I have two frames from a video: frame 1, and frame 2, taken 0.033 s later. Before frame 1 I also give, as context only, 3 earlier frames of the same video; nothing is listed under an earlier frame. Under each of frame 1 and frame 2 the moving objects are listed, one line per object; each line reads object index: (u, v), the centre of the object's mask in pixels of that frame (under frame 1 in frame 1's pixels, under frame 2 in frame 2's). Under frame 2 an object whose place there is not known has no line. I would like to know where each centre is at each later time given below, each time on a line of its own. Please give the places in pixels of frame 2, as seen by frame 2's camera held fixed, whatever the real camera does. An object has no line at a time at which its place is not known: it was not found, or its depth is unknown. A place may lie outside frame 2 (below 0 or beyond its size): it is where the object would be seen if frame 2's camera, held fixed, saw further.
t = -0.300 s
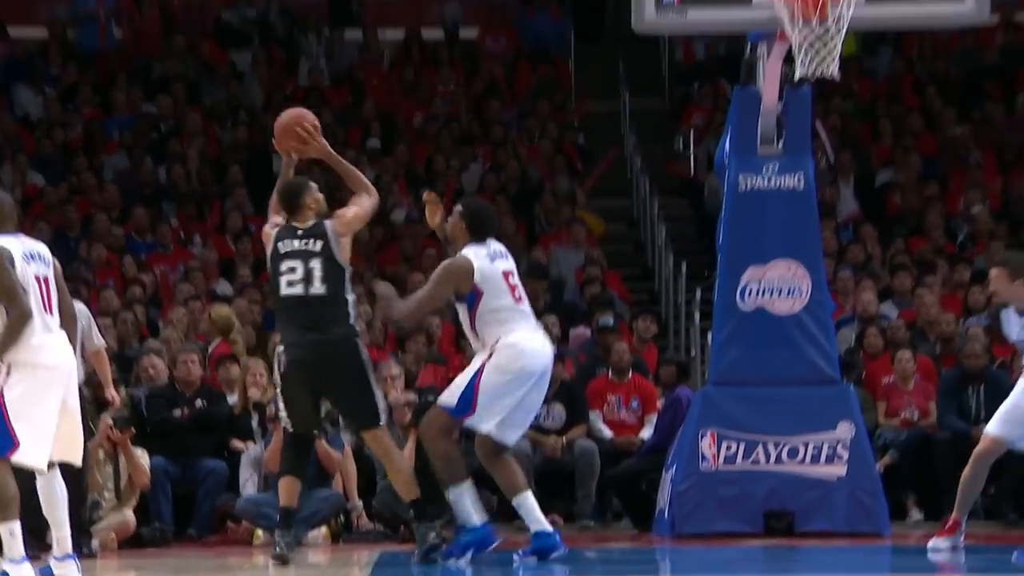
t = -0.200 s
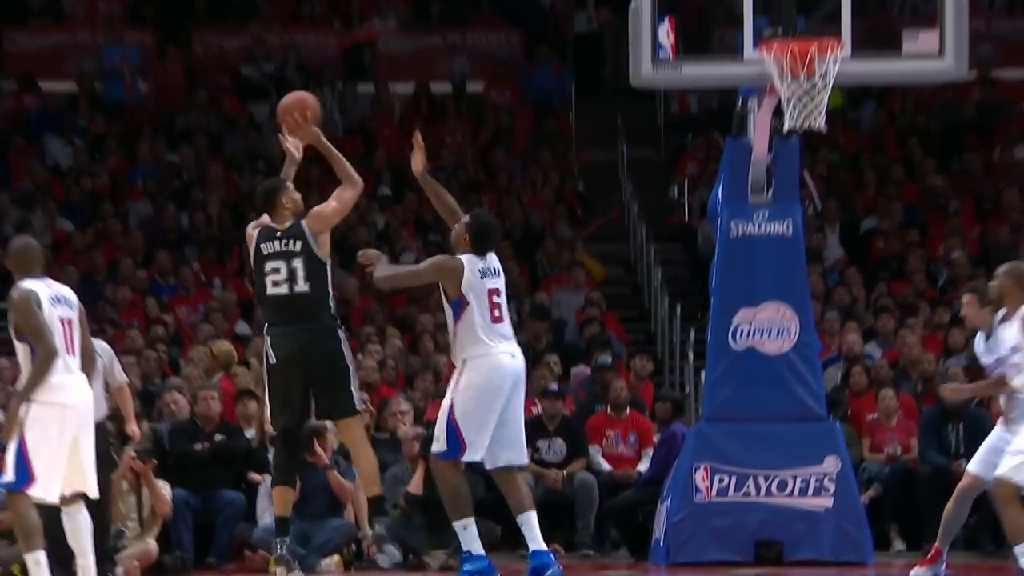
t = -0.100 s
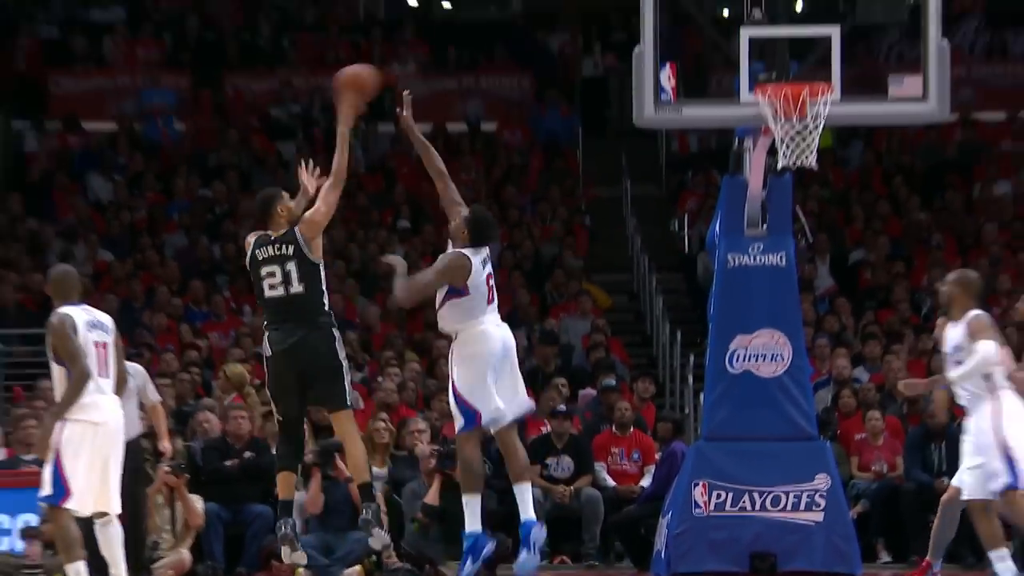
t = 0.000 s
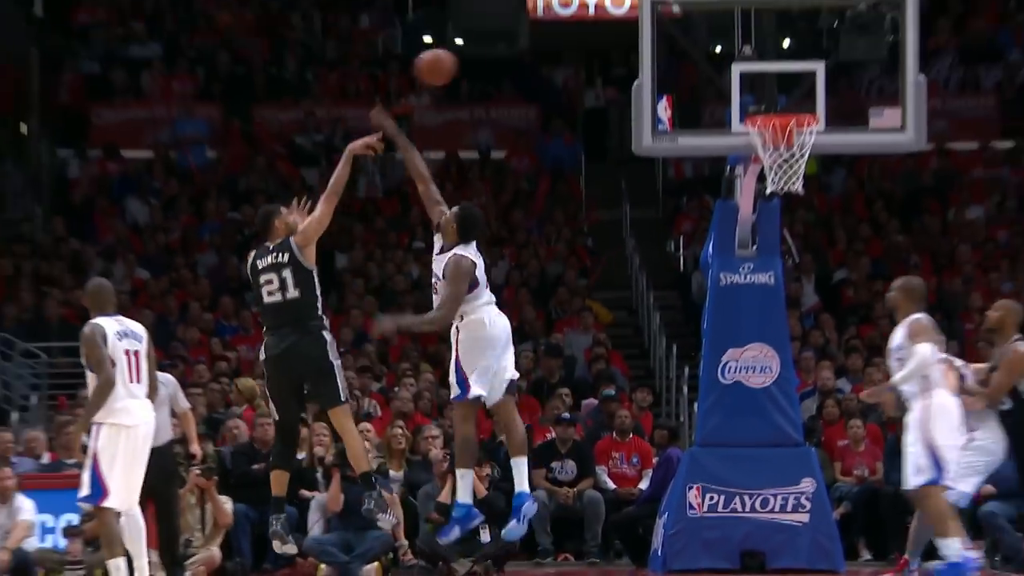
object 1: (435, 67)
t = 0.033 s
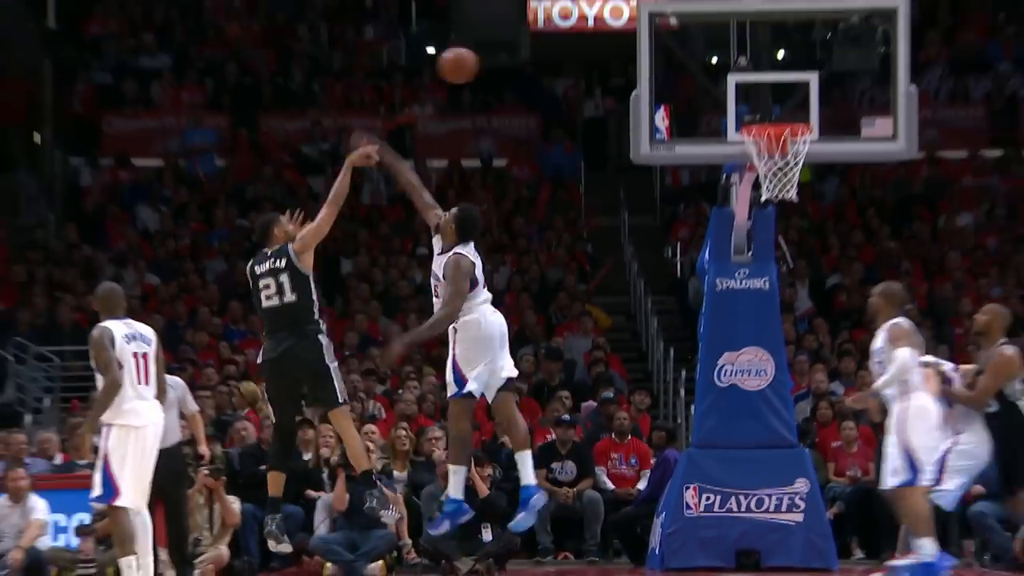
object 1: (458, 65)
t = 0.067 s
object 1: (477, 54)
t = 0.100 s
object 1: (496, 44)
